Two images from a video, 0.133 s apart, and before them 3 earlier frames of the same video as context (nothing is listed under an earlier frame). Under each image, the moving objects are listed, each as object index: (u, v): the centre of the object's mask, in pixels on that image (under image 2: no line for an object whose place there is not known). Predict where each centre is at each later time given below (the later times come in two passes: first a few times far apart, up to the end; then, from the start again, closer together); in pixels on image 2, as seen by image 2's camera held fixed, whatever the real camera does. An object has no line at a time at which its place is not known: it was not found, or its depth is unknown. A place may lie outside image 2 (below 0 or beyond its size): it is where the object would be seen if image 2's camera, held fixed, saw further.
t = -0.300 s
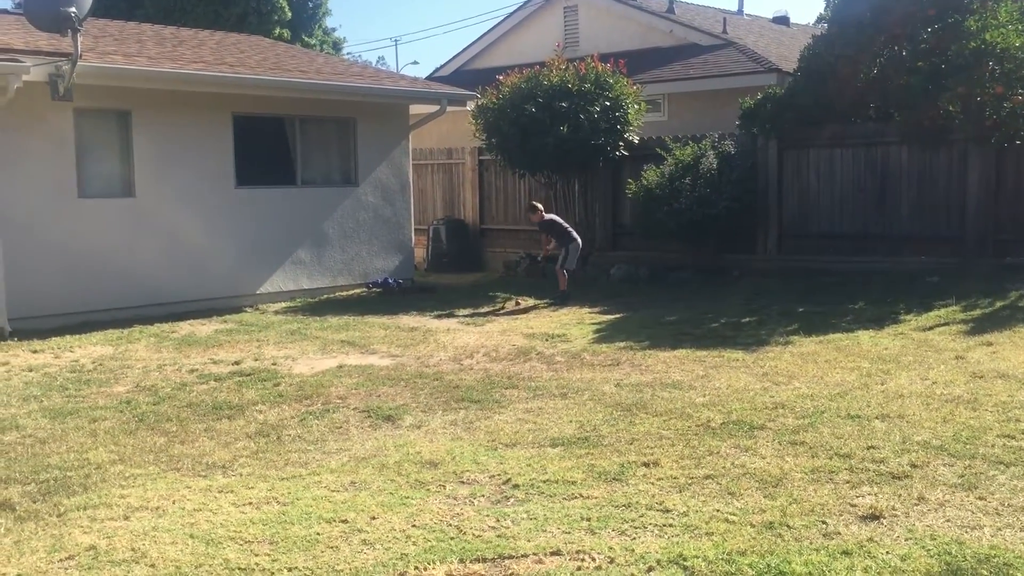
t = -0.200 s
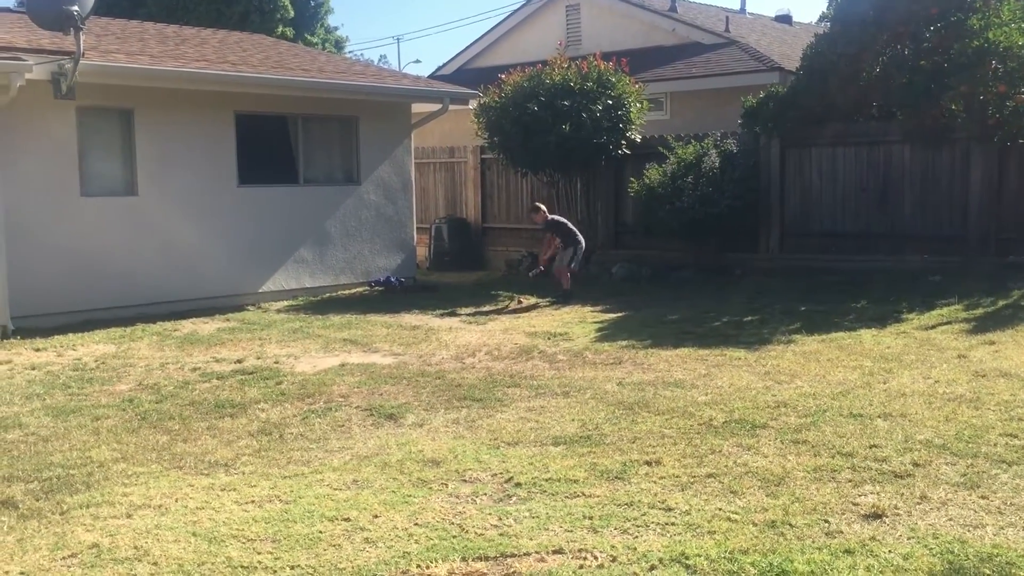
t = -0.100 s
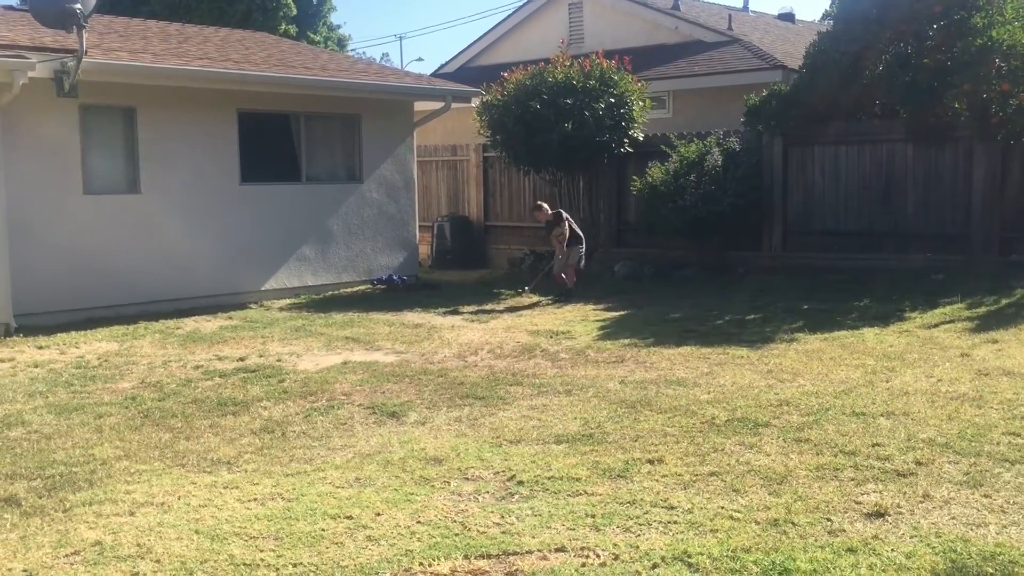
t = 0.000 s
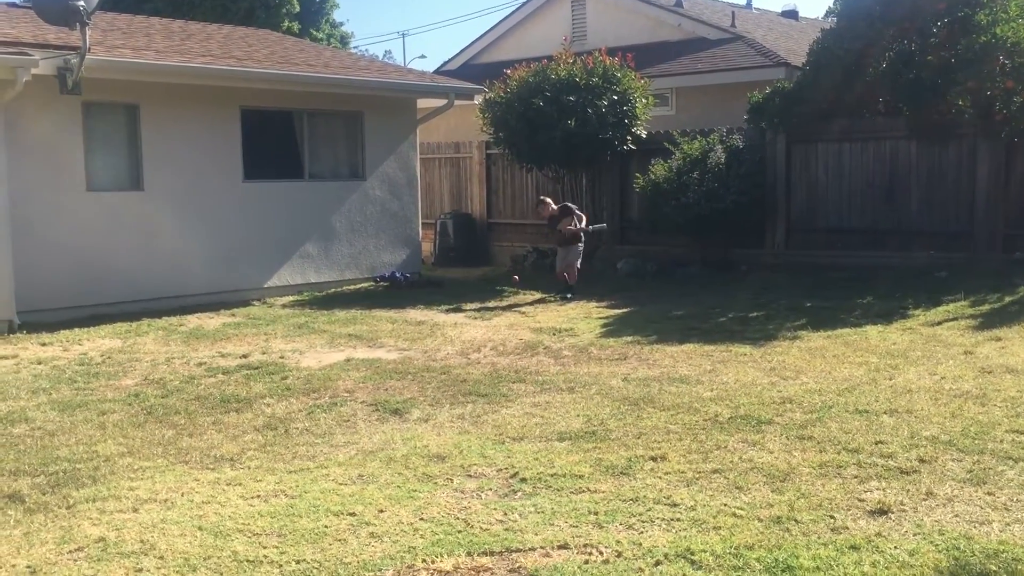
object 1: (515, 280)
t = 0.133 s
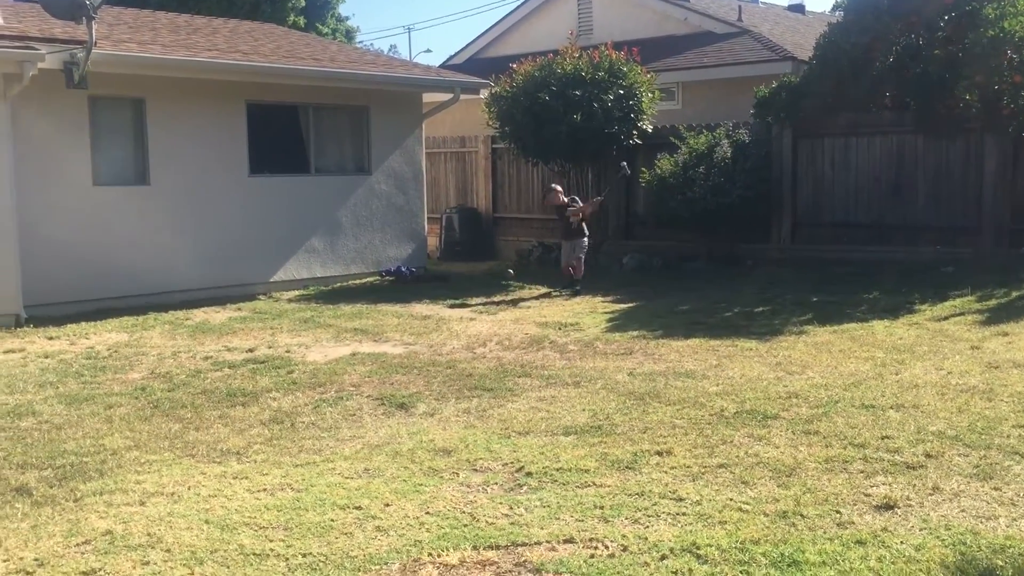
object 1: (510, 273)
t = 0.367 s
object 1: (485, 326)
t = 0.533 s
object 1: (465, 350)
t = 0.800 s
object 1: (423, 389)
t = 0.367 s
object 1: (485, 326)
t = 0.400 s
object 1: (481, 341)
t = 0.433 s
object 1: (477, 341)
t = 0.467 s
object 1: (474, 342)
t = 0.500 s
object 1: (470, 346)
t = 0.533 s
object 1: (465, 350)
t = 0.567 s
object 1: (461, 358)
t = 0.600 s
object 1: (456, 363)
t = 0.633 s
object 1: (451, 365)
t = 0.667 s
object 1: (447, 369)
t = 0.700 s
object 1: (441, 375)
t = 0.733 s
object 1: (435, 381)
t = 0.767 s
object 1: (430, 384)
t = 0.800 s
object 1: (423, 389)
